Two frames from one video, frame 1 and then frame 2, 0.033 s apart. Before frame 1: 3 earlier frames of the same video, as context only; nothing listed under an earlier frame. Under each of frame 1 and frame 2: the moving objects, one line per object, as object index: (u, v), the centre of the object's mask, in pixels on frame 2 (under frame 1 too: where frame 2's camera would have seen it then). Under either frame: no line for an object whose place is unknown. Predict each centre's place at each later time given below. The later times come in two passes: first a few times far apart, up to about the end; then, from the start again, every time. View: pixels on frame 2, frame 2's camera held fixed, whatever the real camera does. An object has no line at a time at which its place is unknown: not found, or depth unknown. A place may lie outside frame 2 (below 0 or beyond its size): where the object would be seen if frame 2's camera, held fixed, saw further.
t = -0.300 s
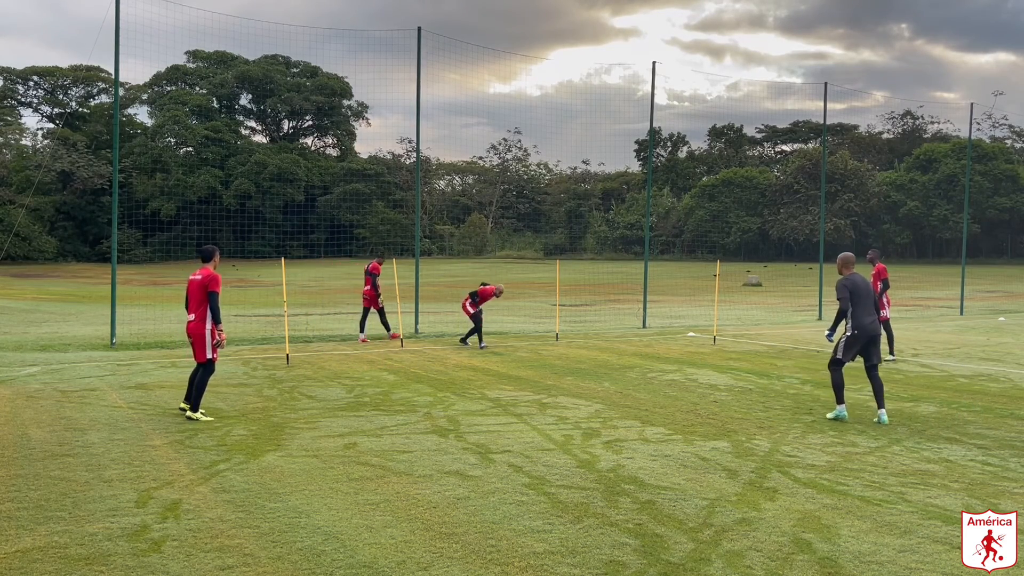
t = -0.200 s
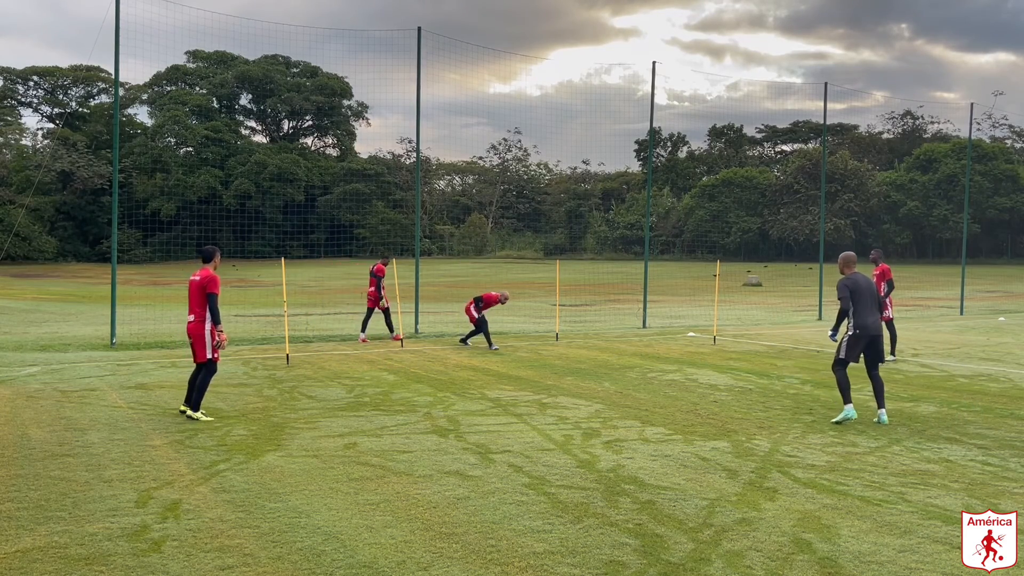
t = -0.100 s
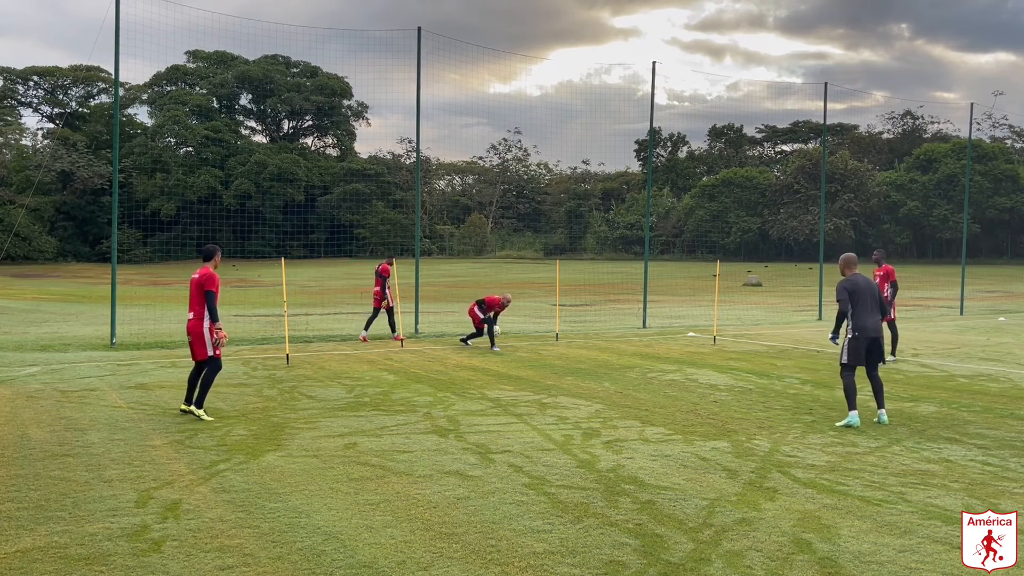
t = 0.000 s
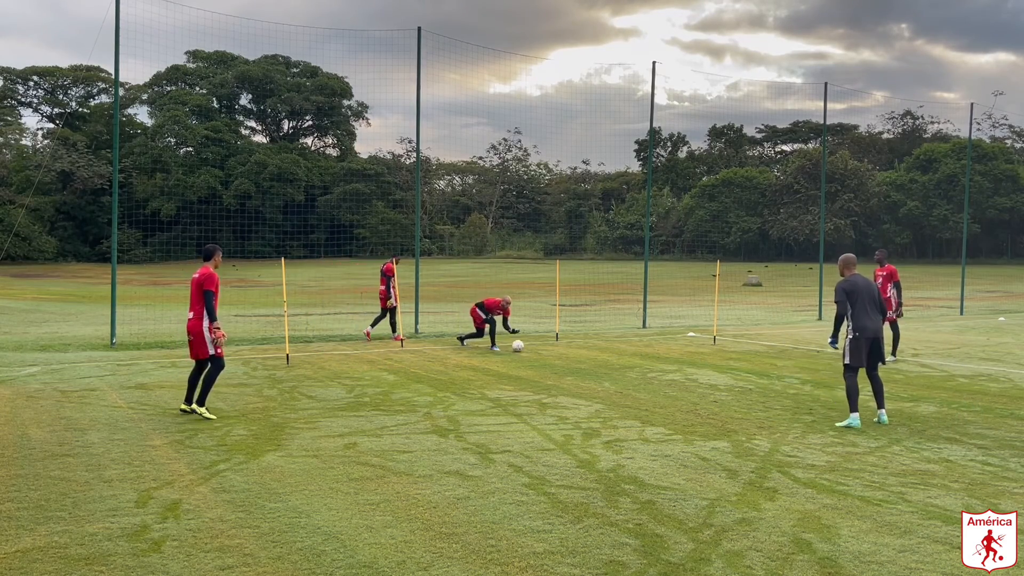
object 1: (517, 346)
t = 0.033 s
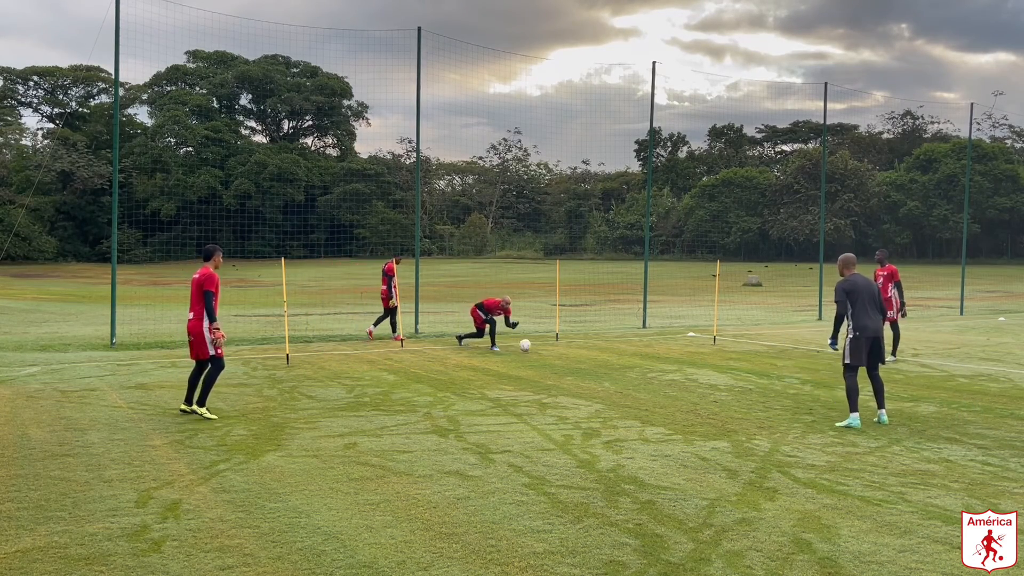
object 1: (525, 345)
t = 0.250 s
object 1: (578, 360)
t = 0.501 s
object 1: (640, 368)
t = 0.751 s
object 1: (707, 385)
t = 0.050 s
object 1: (528, 345)
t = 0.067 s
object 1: (532, 345)
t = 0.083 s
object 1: (537, 346)
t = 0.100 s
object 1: (540, 346)
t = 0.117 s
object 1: (544, 347)
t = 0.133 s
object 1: (548, 348)
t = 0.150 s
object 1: (552, 349)
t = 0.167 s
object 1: (557, 350)
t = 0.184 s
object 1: (561, 352)
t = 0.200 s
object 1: (565, 353)
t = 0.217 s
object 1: (570, 356)
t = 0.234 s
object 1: (574, 358)
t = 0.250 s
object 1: (578, 360)
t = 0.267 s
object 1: (583, 361)
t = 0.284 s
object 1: (587, 361)
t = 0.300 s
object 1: (590, 361)
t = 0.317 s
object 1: (594, 360)
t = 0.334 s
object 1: (598, 359)
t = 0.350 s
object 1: (602, 359)
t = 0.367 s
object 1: (606, 359)
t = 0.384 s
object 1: (610, 360)
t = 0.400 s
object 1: (614, 360)
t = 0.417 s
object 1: (618, 361)
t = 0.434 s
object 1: (622, 362)
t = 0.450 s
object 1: (626, 363)
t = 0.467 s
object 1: (631, 365)
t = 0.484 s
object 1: (635, 366)
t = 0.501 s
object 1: (640, 368)
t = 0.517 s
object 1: (644, 370)
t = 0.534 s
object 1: (649, 373)
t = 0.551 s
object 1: (653, 375)
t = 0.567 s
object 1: (658, 379)
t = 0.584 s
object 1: (663, 381)
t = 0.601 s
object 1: (667, 381)
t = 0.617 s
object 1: (671, 381)
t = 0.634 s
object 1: (675, 380)
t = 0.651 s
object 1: (680, 380)
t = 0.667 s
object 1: (684, 380)
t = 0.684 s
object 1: (689, 380)
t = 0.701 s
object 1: (694, 381)
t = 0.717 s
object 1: (698, 382)
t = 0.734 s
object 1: (703, 384)
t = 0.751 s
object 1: (707, 385)
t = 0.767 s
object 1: (712, 387)
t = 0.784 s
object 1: (717, 389)
